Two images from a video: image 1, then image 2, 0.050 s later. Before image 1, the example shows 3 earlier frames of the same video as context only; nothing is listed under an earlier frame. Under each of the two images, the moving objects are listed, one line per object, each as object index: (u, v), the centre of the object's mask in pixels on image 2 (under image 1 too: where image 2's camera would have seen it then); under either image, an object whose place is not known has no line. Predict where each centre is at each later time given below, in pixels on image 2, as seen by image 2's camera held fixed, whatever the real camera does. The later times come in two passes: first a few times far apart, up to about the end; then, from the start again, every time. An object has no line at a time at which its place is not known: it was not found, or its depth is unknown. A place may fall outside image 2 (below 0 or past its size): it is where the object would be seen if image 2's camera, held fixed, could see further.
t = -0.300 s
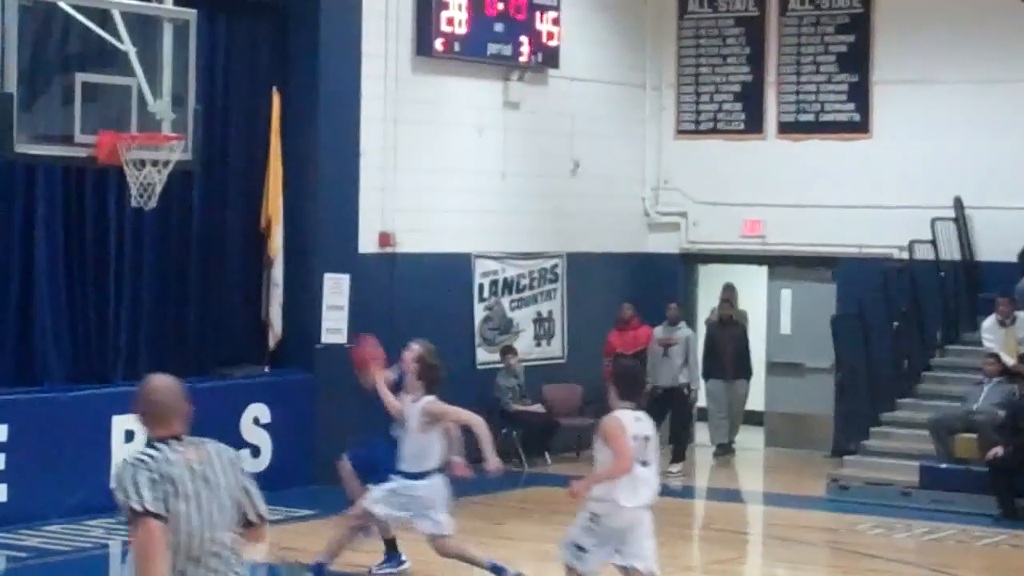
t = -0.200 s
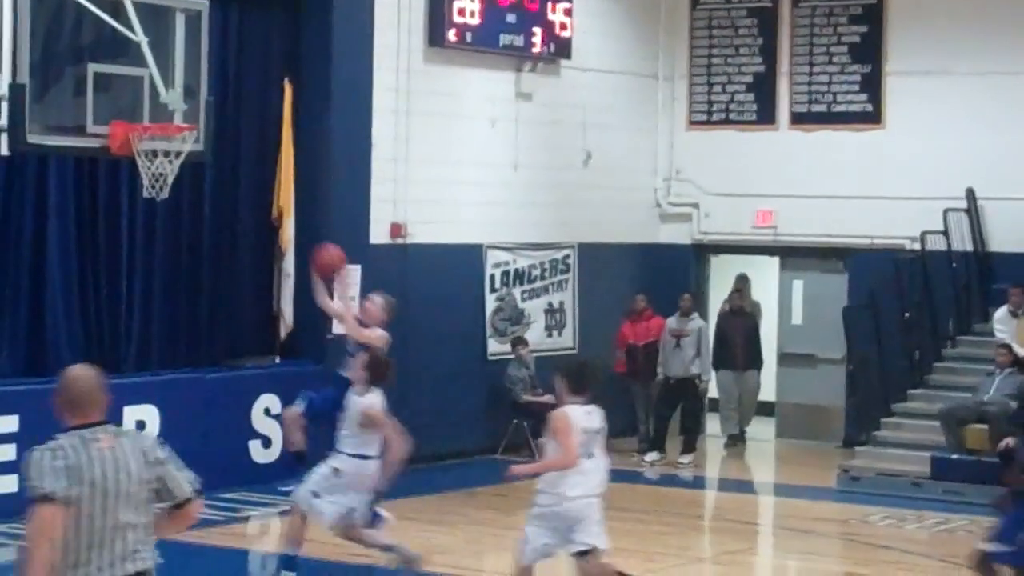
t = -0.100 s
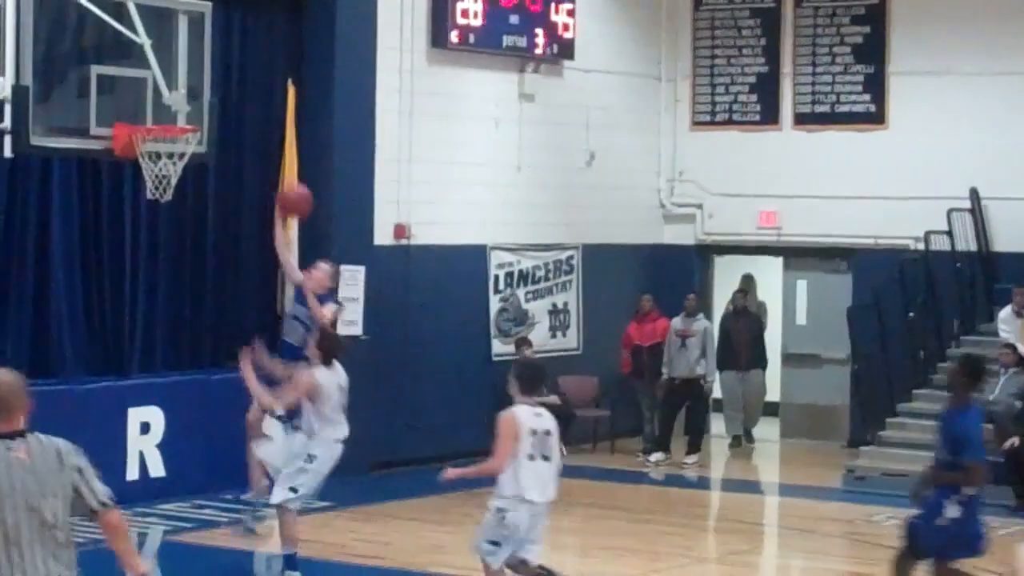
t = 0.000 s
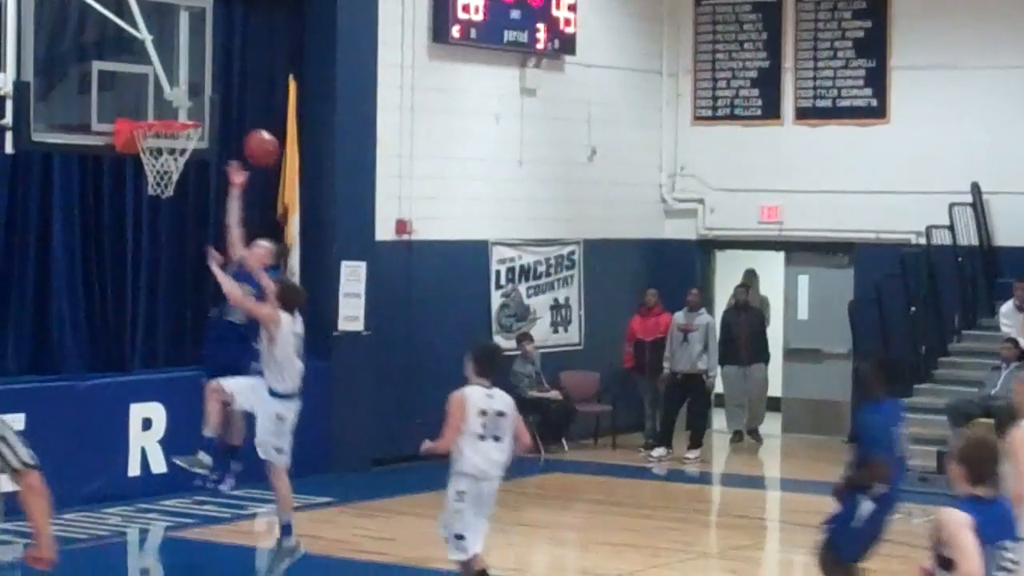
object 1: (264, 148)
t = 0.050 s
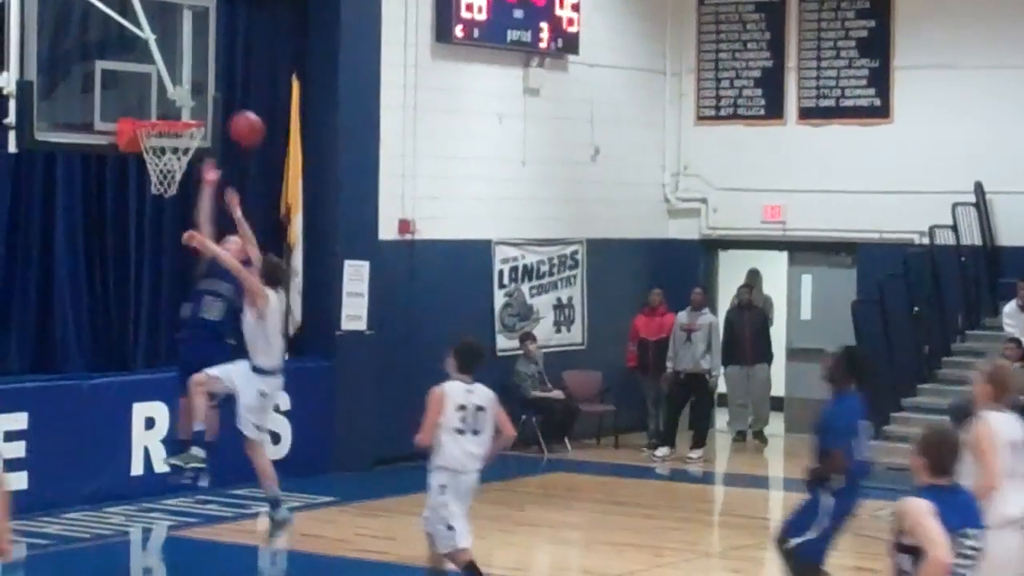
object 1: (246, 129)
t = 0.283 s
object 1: (184, 87)
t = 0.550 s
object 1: (178, 113)
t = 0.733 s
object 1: (161, 155)
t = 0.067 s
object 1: (240, 123)
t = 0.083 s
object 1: (235, 118)
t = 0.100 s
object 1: (228, 113)
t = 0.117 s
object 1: (223, 109)
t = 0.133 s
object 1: (215, 104)
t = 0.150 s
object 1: (210, 101)
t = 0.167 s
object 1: (204, 98)
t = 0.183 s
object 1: (197, 94)
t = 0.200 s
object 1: (191, 91)
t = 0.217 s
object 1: (186, 89)
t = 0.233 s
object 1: (184, 89)
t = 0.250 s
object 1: (184, 88)
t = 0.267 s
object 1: (184, 87)
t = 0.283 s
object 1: (184, 87)
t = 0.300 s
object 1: (184, 86)
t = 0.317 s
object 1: (184, 87)
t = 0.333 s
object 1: (184, 88)
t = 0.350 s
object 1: (185, 89)
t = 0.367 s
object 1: (184, 91)
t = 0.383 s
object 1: (185, 92)
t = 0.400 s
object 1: (185, 95)
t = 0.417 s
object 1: (185, 97)
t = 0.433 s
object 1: (186, 102)
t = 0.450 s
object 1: (186, 104)
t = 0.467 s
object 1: (185, 107)
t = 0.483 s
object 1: (184, 107)
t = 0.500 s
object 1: (183, 109)
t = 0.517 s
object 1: (181, 110)
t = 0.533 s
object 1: (180, 111)
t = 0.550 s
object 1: (178, 113)
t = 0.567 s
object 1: (175, 114)
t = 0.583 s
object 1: (175, 128)
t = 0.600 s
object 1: (173, 133)
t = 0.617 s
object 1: (171, 136)
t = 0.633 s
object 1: (170, 140)
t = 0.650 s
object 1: (167, 147)
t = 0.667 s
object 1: (164, 149)
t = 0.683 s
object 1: (163, 156)
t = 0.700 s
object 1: (162, 155)
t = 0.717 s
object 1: (162, 155)
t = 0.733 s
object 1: (161, 155)
